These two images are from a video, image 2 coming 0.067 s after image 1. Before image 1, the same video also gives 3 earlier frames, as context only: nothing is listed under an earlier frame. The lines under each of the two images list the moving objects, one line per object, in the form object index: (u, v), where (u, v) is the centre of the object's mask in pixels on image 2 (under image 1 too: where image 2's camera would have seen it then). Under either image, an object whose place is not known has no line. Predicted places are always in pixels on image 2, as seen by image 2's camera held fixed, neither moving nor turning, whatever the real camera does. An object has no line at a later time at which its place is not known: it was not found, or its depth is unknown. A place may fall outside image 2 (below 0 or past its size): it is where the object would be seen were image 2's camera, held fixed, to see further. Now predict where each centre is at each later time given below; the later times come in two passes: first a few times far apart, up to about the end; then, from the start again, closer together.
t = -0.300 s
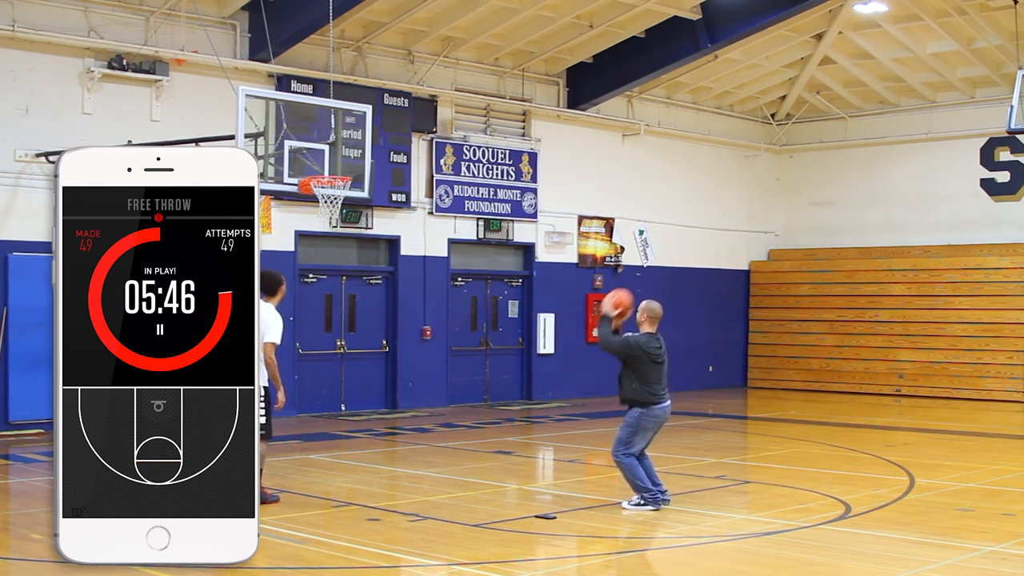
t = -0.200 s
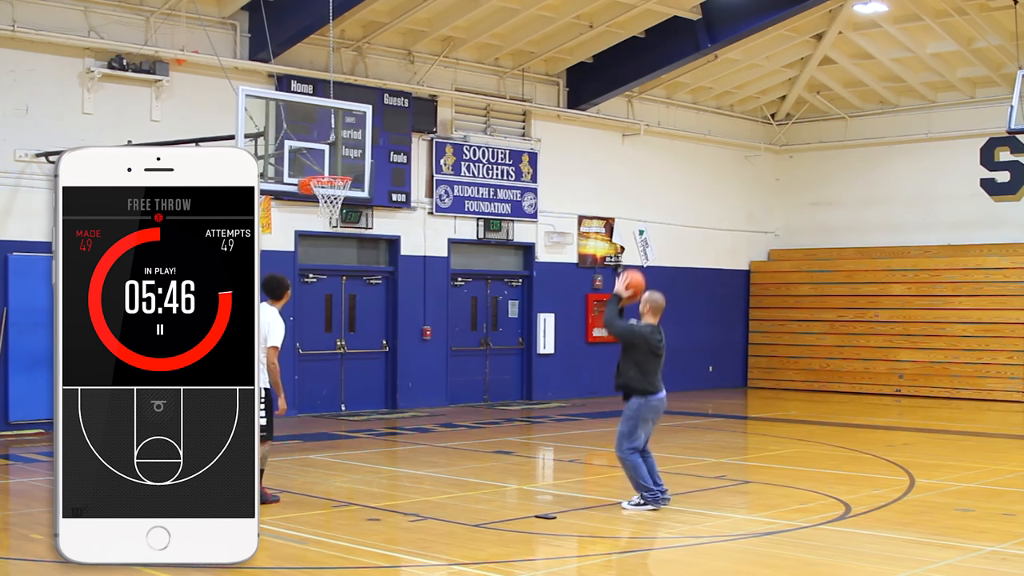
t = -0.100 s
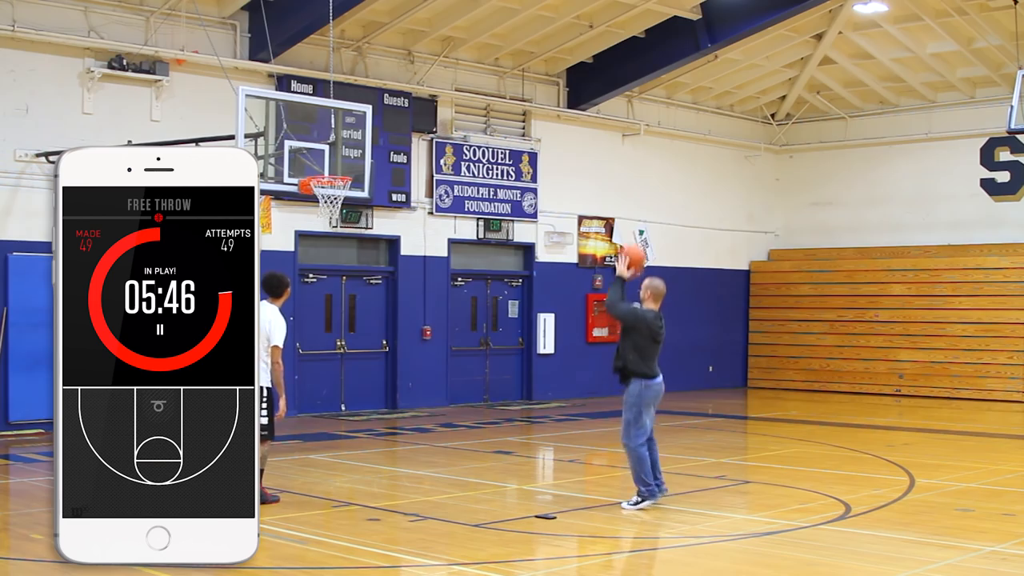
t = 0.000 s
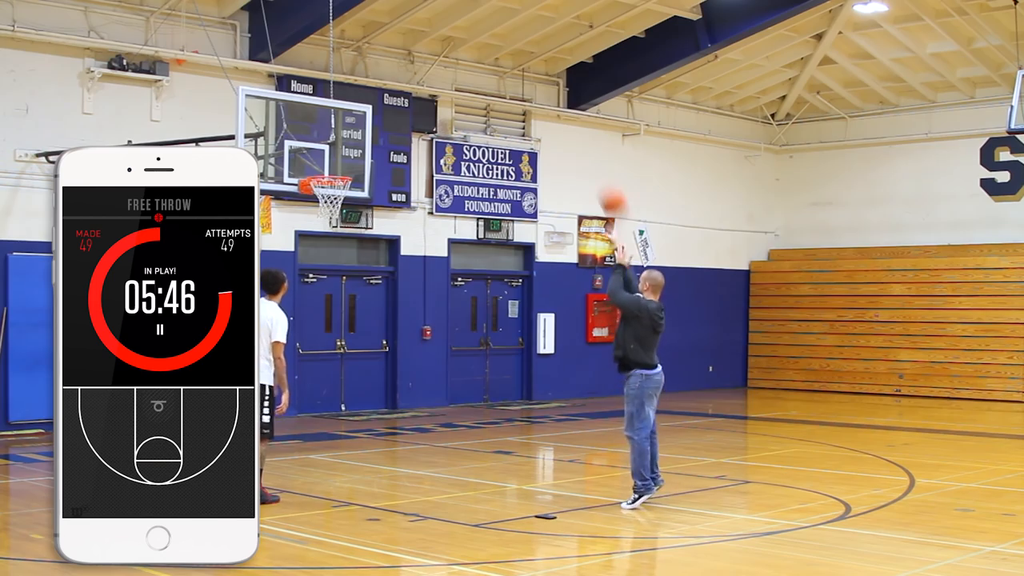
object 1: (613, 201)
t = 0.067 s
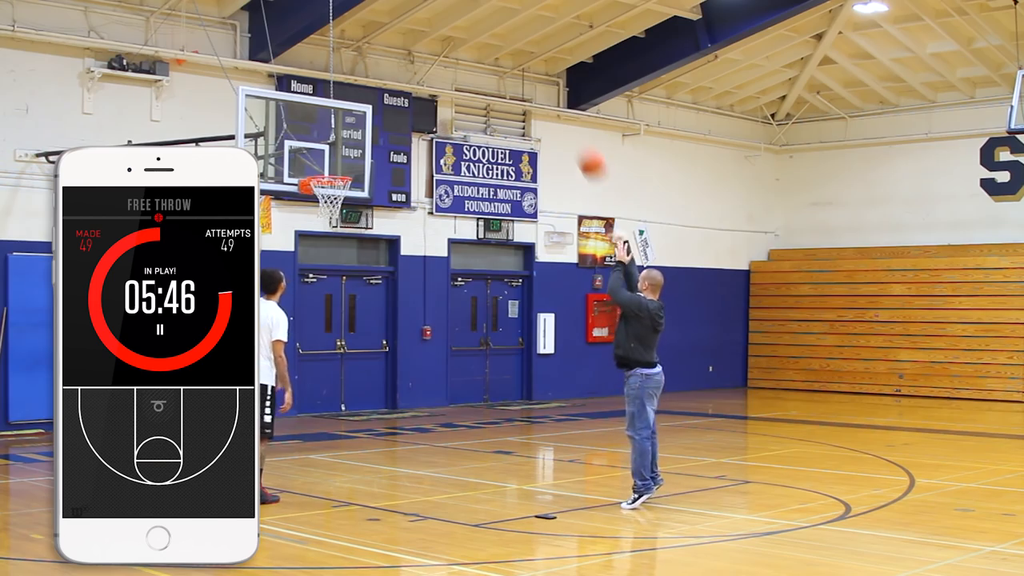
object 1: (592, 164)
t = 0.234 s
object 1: (542, 93)
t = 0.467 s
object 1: (474, 50)
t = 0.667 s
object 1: (423, 56)
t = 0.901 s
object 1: (368, 110)
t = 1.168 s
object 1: (316, 204)
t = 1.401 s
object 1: (305, 246)
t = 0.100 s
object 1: (582, 147)
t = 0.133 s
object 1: (571, 131)
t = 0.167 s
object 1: (562, 117)
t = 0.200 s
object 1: (551, 105)
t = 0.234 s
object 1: (542, 93)
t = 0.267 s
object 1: (531, 84)
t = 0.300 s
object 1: (522, 76)
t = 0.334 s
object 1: (511, 67)
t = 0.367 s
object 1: (502, 61)
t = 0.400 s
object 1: (493, 56)
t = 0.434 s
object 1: (484, 52)
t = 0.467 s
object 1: (474, 50)
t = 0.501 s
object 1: (465, 48)
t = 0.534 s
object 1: (456, 47)
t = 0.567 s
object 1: (448, 48)
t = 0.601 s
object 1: (440, 49)
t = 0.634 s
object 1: (432, 52)
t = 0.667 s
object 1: (423, 56)
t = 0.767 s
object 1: (398, 74)
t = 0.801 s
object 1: (391, 82)
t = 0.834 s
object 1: (382, 92)
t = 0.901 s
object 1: (368, 110)
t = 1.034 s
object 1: (338, 162)
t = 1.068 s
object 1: (333, 169)
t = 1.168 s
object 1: (316, 204)
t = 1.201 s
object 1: (314, 208)
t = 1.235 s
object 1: (313, 211)
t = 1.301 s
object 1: (310, 222)
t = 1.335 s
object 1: (308, 230)
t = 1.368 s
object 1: (307, 238)
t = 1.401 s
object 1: (305, 246)
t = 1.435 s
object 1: (303, 255)
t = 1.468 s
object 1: (302, 266)
